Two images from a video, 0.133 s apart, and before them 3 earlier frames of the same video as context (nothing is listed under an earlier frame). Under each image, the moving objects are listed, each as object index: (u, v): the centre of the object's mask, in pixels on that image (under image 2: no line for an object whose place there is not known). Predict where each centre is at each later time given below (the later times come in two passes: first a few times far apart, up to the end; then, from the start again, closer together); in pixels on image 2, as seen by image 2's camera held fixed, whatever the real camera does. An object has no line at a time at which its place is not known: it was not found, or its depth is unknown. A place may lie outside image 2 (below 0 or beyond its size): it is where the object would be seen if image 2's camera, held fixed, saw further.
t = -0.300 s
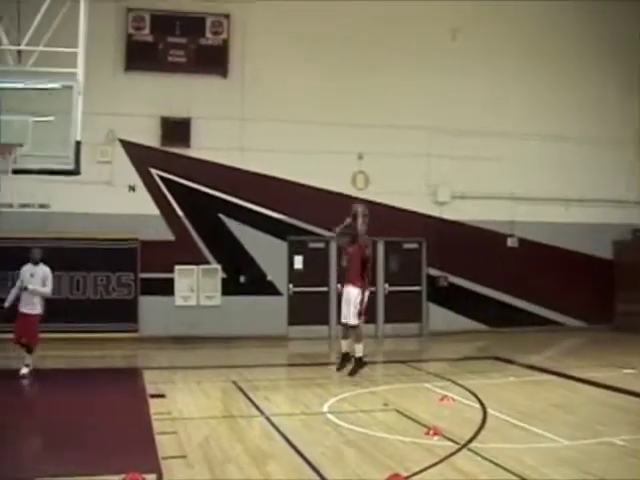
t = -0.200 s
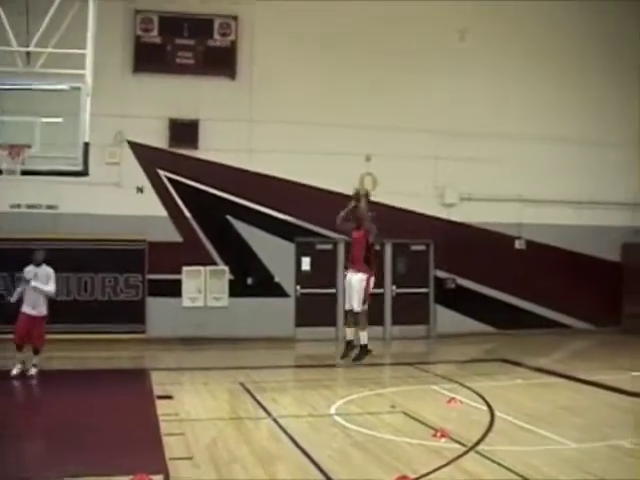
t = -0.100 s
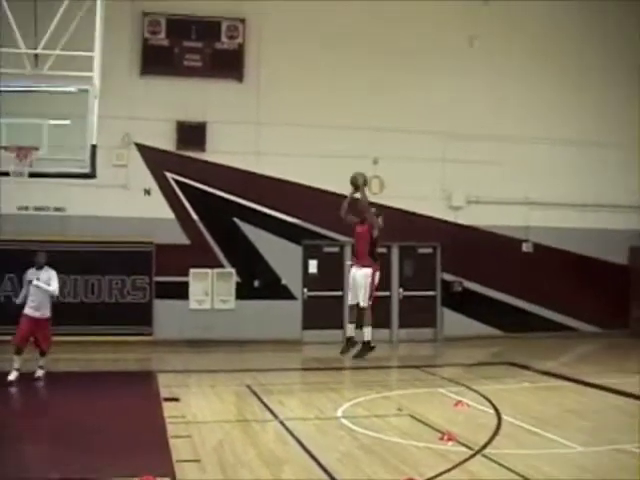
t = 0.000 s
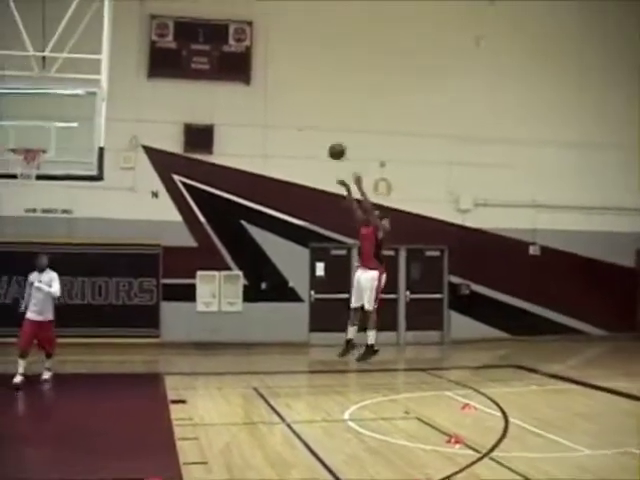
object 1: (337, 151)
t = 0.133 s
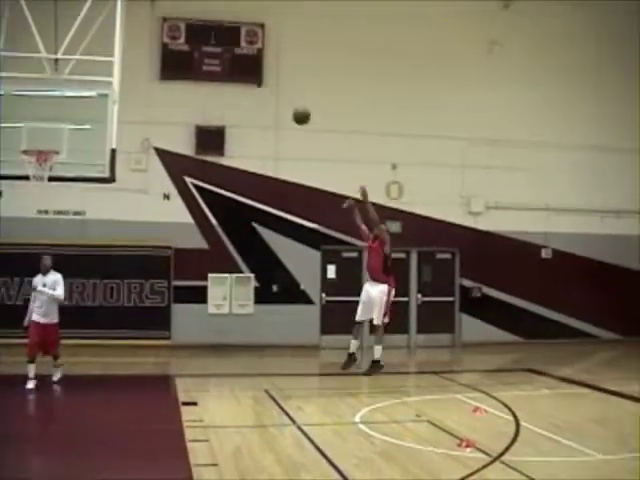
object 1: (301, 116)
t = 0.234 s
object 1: (266, 97)
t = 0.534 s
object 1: (160, 84)
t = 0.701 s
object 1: (101, 103)
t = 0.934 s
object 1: (21, 165)
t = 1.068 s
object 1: (22, 166)
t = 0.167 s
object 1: (290, 109)
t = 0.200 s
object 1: (277, 103)
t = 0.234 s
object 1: (266, 97)
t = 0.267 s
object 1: (254, 91)
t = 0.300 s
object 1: (243, 88)
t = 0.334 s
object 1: (230, 84)
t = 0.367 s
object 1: (219, 82)
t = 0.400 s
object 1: (207, 80)
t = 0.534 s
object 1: (160, 84)
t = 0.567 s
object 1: (148, 86)
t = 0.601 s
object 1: (136, 90)
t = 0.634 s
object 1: (125, 94)
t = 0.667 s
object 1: (113, 99)
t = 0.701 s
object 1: (101, 103)
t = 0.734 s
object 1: (89, 112)
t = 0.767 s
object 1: (77, 119)
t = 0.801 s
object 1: (65, 129)
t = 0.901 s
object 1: (27, 159)
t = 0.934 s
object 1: (21, 165)
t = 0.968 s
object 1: (20, 165)
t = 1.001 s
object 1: (20, 165)
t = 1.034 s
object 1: (22, 164)
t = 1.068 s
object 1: (22, 166)
